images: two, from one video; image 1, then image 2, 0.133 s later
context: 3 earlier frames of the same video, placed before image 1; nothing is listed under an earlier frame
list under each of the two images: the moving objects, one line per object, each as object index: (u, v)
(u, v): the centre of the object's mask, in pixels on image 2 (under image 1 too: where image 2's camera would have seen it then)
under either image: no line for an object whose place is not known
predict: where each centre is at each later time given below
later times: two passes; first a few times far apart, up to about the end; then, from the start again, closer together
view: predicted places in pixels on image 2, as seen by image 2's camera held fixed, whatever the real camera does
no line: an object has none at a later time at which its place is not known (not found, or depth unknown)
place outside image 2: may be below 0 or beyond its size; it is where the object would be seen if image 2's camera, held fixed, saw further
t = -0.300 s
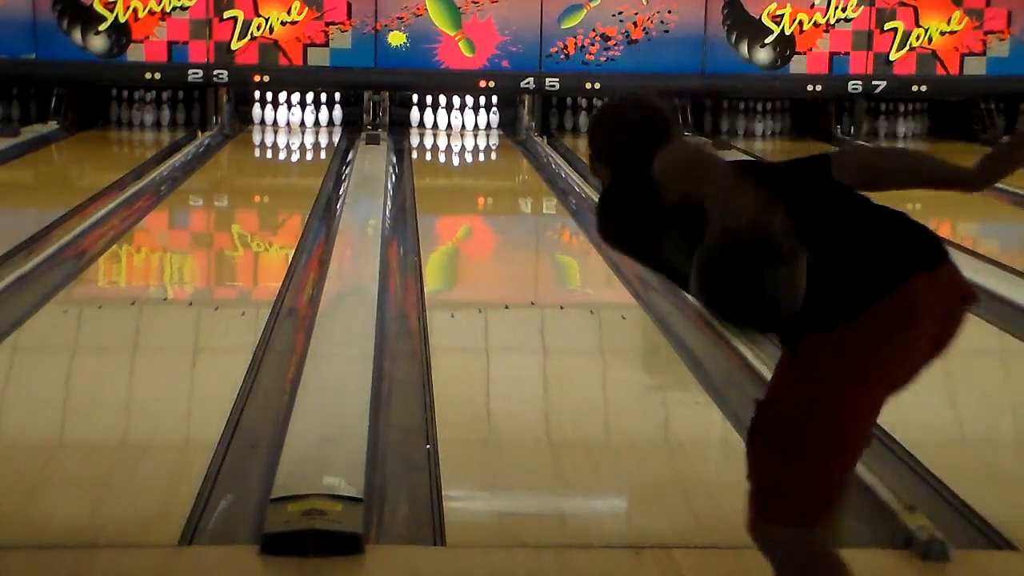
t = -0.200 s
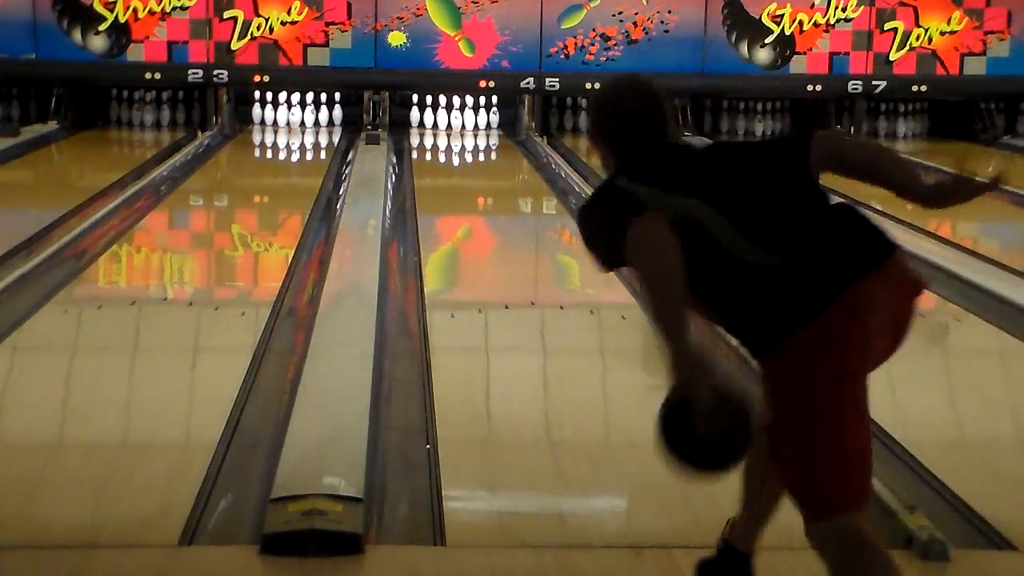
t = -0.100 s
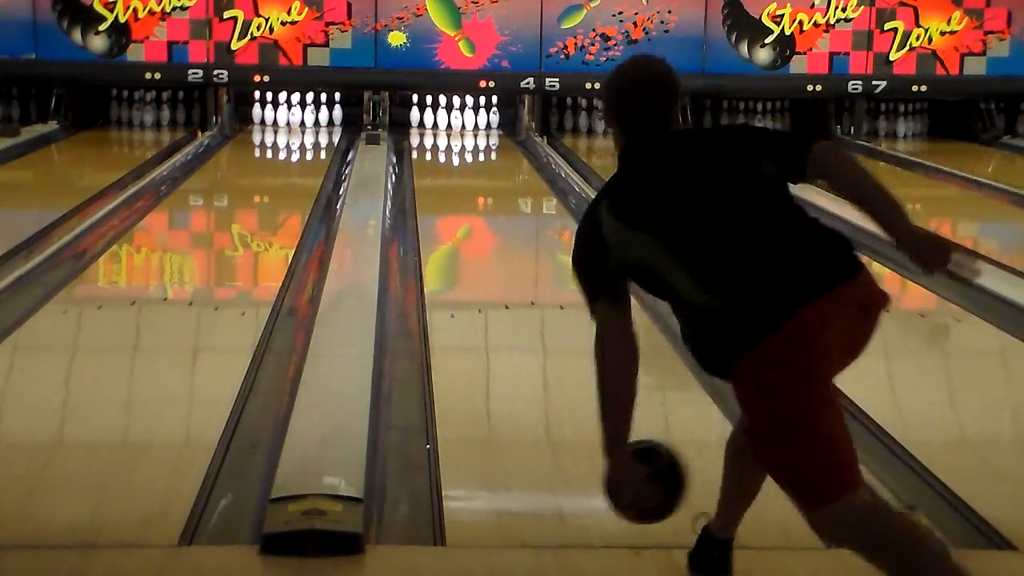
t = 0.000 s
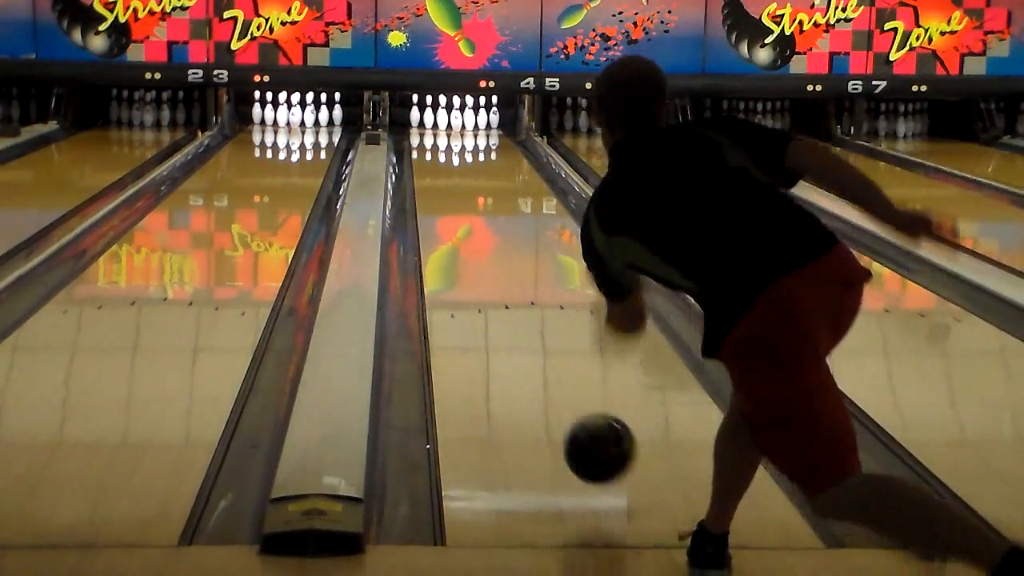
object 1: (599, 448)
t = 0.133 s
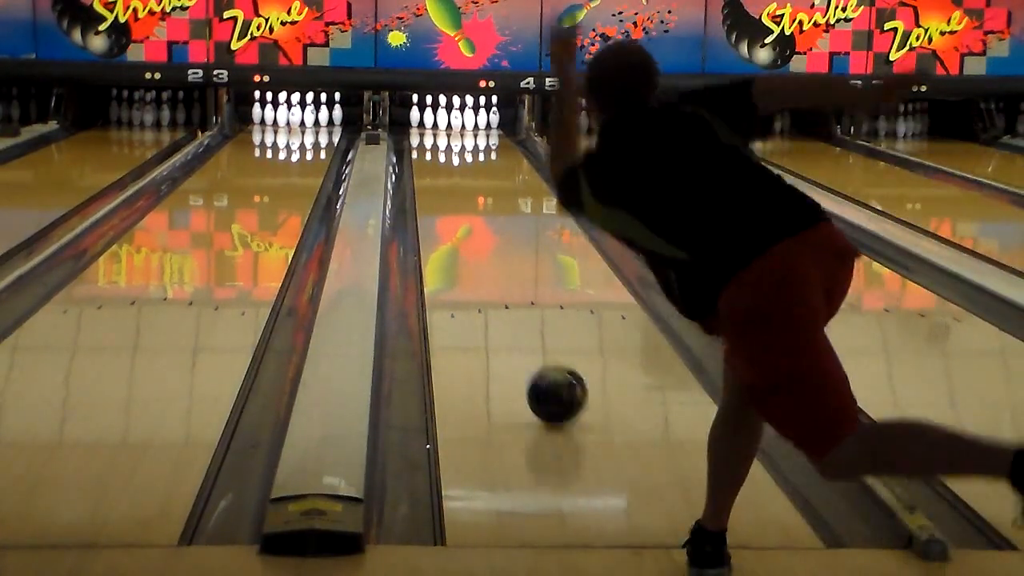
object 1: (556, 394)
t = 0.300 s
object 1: (520, 329)
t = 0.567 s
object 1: (483, 260)
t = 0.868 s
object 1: (459, 208)
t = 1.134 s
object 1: (446, 179)
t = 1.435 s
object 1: (436, 153)
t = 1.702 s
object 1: (438, 137)
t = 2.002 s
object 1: (450, 124)
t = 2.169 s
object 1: (453, 119)
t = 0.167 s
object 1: (548, 381)
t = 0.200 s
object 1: (540, 367)
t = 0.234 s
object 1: (533, 354)
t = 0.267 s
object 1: (526, 341)
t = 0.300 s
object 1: (520, 329)
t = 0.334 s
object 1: (515, 318)
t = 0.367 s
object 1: (509, 308)
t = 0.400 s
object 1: (504, 298)
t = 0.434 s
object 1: (500, 289)
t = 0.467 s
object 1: (495, 281)
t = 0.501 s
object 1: (492, 274)
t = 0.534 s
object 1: (487, 267)
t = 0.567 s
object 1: (483, 260)
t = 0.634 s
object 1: (477, 246)
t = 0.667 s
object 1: (474, 241)
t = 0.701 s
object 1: (471, 235)
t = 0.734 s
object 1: (469, 229)
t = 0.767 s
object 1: (466, 224)
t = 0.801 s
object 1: (463, 219)
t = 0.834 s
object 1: (461, 214)
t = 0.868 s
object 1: (459, 208)
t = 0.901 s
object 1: (457, 205)
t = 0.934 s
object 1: (455, 201)
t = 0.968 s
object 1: (453, 196)
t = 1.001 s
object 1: (451, 192)
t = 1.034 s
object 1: (450, 190)
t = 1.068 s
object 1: (448, 185)
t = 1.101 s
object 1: (447, 181)
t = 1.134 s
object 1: (446, 179)
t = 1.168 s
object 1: (443, 177)
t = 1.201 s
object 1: (442, 172)
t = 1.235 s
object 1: (441, 169)
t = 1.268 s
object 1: (440, 166)
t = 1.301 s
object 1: (439, 163)
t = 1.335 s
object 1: (437, 161)
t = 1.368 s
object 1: (437, 158)
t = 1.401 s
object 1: (438, 156)
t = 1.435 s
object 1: (436, 153)
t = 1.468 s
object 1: (436, 151)
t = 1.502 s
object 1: (436, 149)
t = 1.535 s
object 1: (436, 146)
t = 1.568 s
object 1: (436, 144)
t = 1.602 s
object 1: (436, 142)
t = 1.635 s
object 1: (435, 141)
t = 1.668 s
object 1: (437, 138)
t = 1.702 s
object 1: (438, 137)
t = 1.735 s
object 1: (439, 135)
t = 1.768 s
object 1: (440, 133)
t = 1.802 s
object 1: (441, 132)
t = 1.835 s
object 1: (442, 131)
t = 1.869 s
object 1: (443, 128)
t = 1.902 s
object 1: (445, 127)
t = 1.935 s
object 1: (446, 126)
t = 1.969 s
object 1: (448, 125)
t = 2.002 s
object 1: (450, 124)
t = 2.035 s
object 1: (451, 123)
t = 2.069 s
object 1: (451, 122)
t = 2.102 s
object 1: (452, 121)
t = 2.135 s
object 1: (452, 121)
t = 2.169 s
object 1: (453, 119)
